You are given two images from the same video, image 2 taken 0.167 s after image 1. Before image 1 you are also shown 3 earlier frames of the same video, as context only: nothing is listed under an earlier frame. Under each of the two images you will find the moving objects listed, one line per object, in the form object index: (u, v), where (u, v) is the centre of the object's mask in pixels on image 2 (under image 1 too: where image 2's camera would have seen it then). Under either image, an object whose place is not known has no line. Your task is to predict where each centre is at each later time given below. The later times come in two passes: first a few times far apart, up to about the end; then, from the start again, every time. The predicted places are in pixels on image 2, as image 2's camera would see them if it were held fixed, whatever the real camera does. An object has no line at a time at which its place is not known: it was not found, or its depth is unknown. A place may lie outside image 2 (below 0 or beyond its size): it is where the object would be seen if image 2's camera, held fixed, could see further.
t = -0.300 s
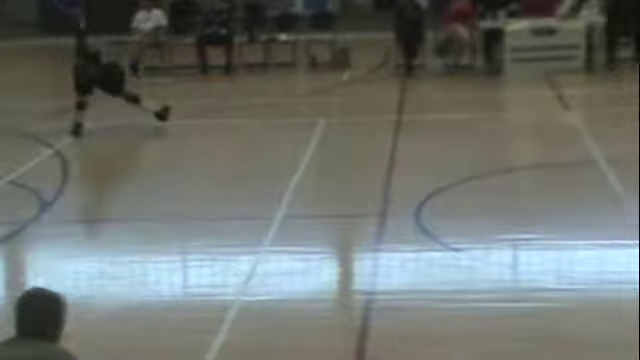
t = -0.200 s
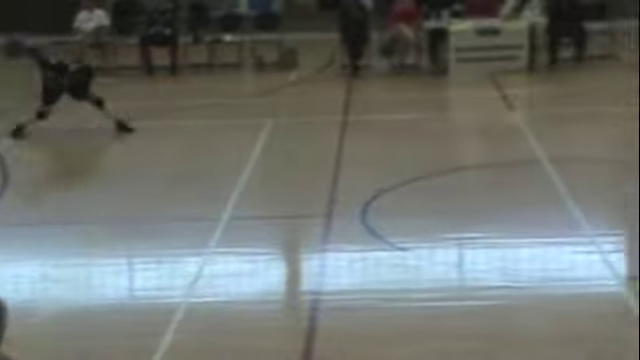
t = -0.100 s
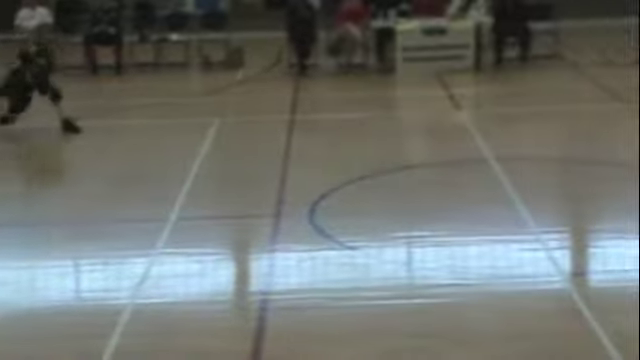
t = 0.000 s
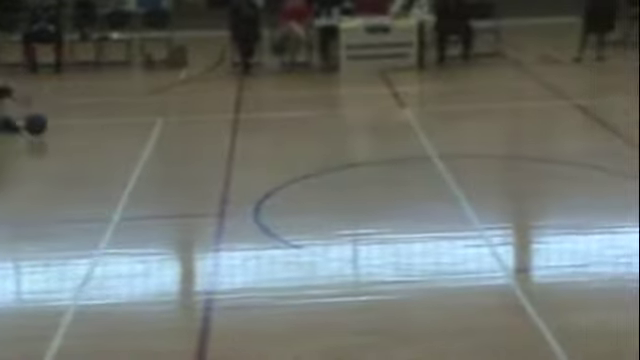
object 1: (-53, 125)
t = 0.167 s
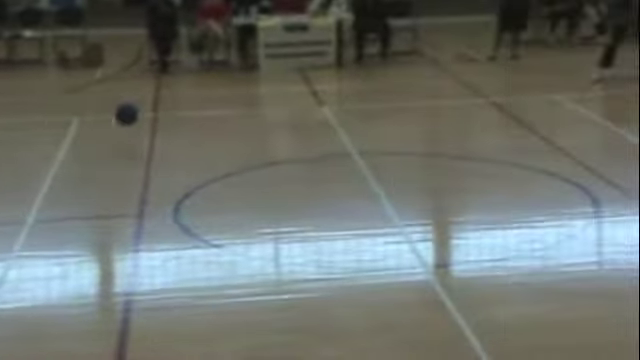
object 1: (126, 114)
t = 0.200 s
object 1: (162, 114)
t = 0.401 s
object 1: (362, 123)
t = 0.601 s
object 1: (531, 122)
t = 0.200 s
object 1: (162, 114)
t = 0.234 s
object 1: (198, 116)
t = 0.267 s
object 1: (233, 120)
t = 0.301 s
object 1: (269, 124)
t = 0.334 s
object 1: (305, 131)
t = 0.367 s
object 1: (334, 127)
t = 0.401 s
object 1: (362, 123)
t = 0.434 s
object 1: (390, 120)
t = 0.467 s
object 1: (418, 119)
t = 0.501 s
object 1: (446, 118)
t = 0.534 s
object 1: (474, 118)
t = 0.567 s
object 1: (503, 120)
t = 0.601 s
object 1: (531, 122)
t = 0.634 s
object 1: (559, 126)
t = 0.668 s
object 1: (587, 133)
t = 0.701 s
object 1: (616, 129)
